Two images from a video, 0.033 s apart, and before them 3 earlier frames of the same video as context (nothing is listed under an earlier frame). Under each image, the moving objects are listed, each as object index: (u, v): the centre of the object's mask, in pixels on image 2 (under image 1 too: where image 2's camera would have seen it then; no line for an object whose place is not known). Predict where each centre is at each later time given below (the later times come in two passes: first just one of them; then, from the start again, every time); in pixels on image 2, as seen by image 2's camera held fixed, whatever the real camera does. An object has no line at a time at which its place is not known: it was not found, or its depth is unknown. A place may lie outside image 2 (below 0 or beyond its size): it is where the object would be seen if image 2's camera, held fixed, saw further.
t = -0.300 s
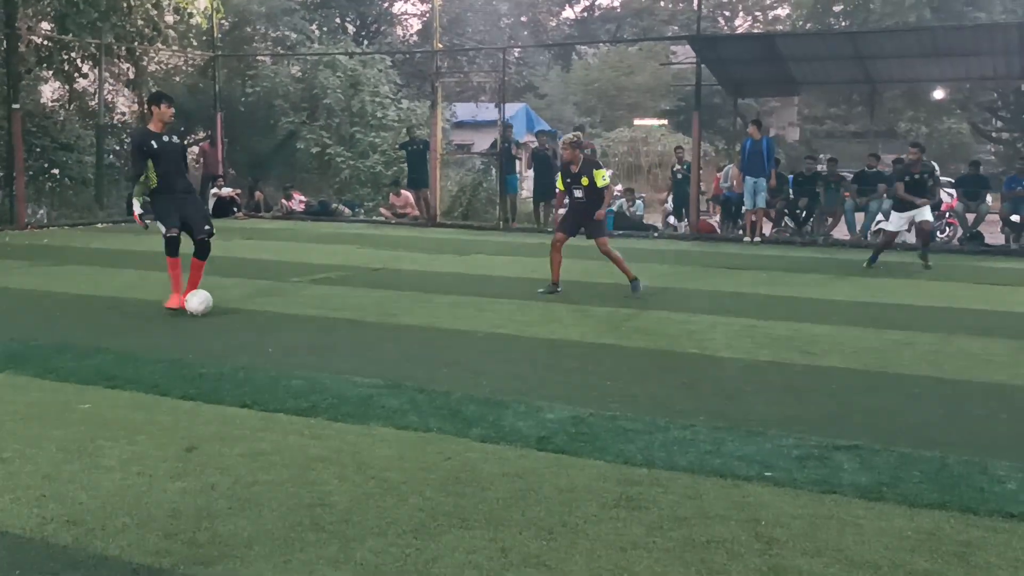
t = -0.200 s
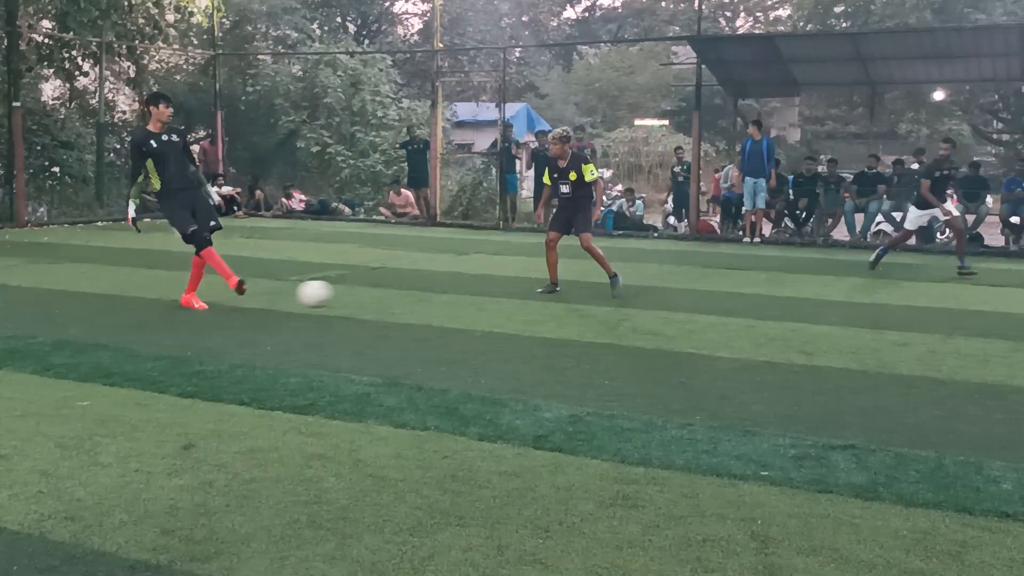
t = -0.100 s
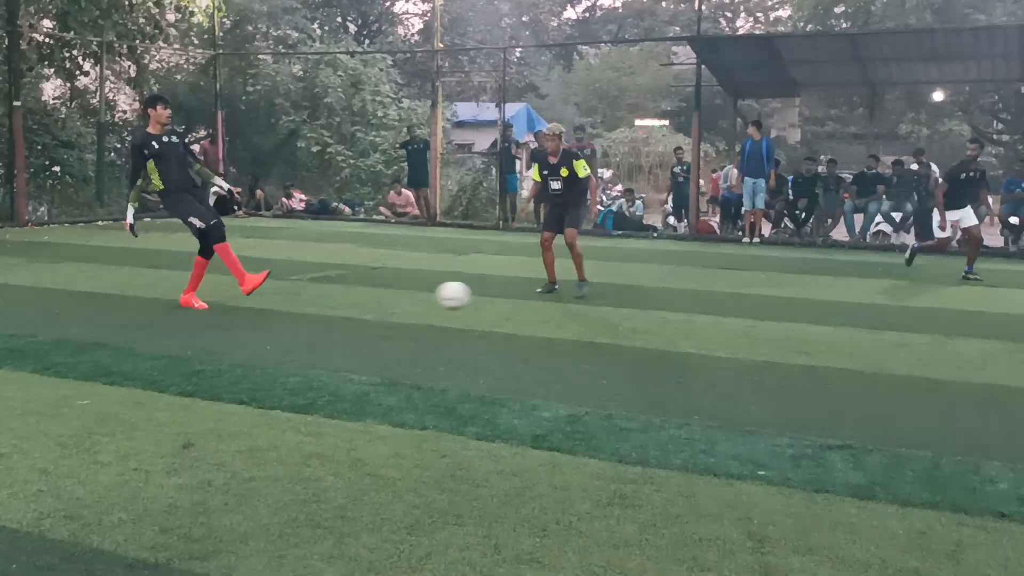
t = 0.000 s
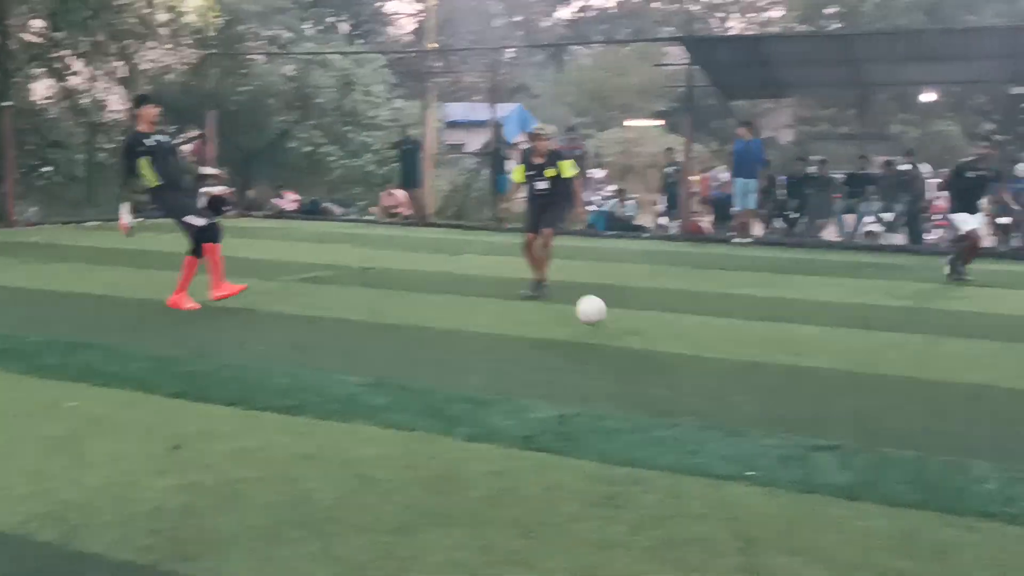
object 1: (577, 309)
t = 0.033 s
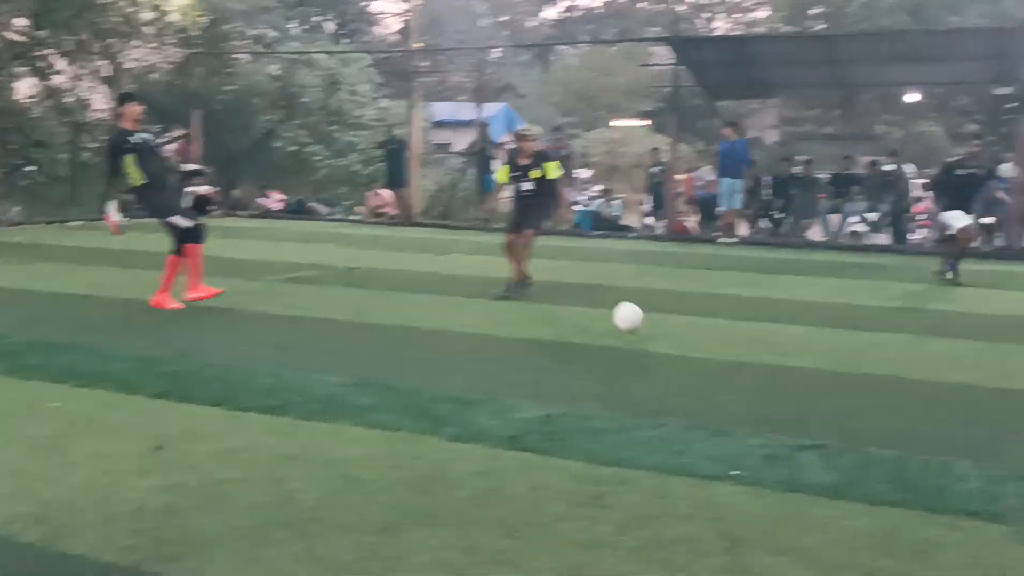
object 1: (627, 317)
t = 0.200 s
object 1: (856, 327)
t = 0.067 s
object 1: (680, 326)
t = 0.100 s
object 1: (730, 334)
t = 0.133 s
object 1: (771, 330)
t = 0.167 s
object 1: (813, 328)
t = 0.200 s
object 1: (856, 327)
